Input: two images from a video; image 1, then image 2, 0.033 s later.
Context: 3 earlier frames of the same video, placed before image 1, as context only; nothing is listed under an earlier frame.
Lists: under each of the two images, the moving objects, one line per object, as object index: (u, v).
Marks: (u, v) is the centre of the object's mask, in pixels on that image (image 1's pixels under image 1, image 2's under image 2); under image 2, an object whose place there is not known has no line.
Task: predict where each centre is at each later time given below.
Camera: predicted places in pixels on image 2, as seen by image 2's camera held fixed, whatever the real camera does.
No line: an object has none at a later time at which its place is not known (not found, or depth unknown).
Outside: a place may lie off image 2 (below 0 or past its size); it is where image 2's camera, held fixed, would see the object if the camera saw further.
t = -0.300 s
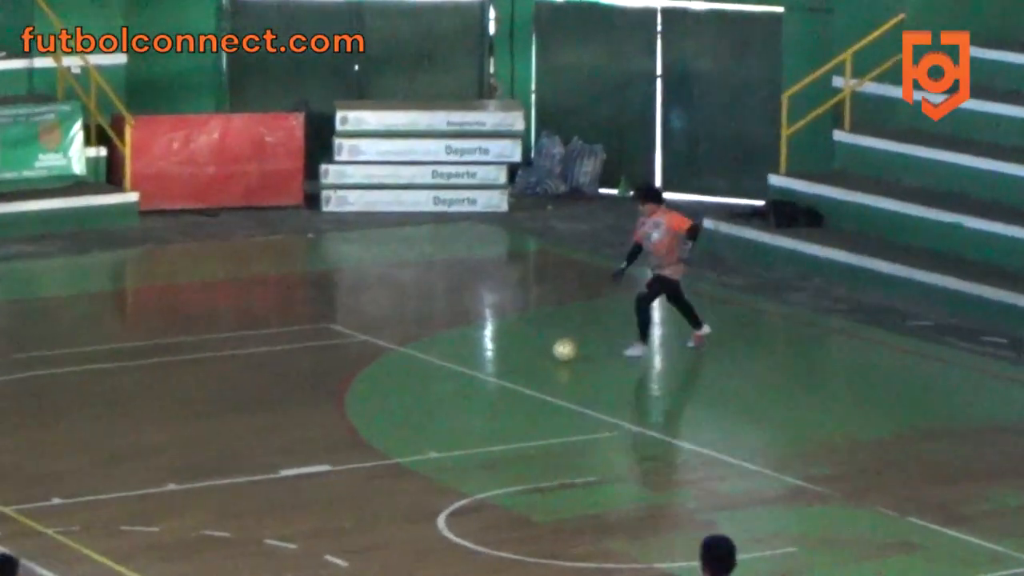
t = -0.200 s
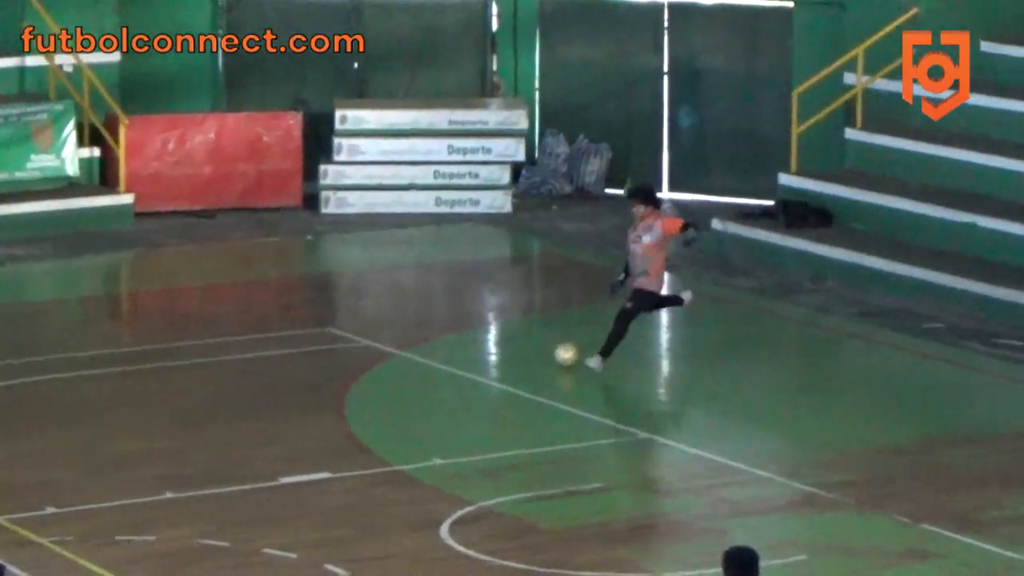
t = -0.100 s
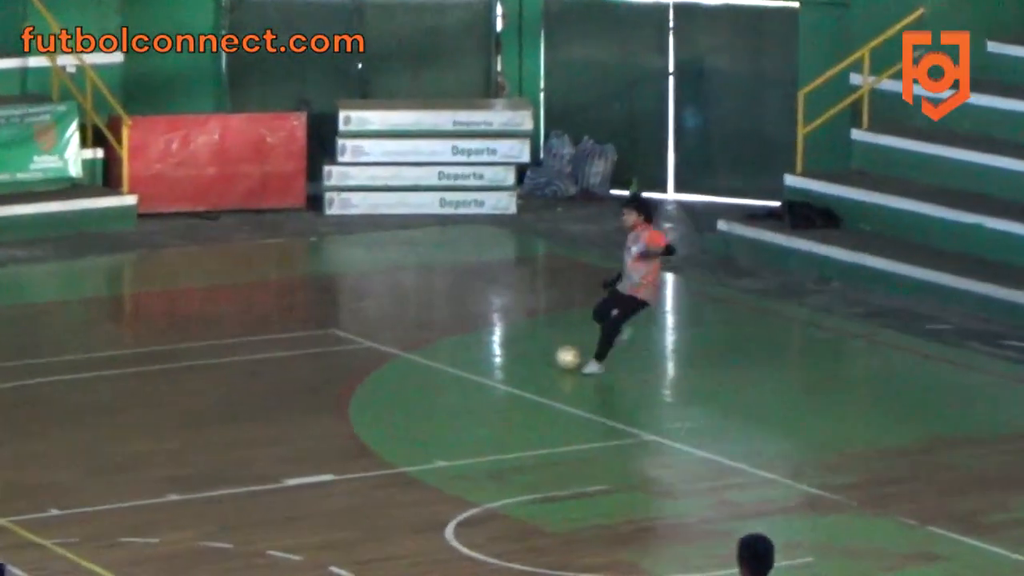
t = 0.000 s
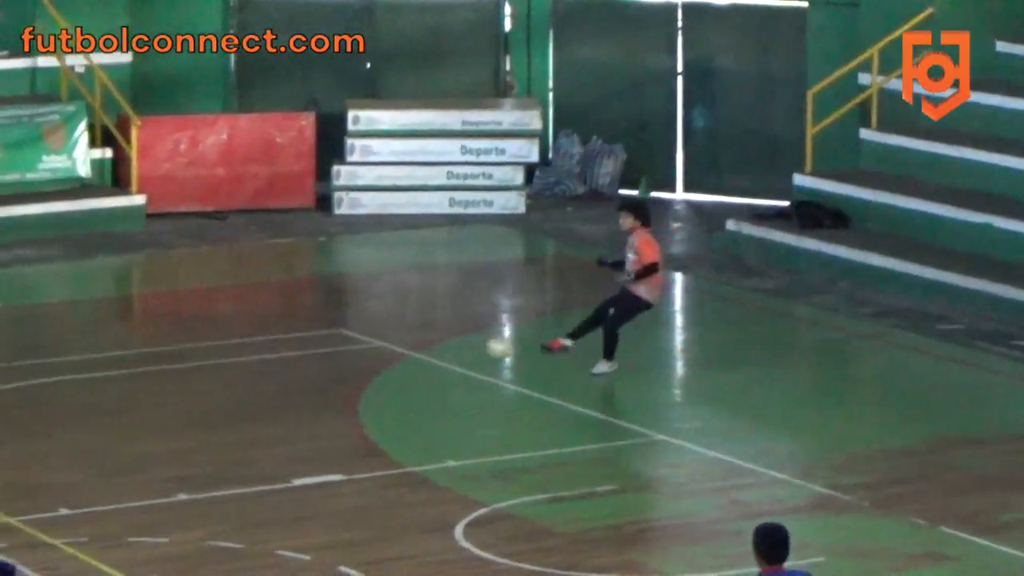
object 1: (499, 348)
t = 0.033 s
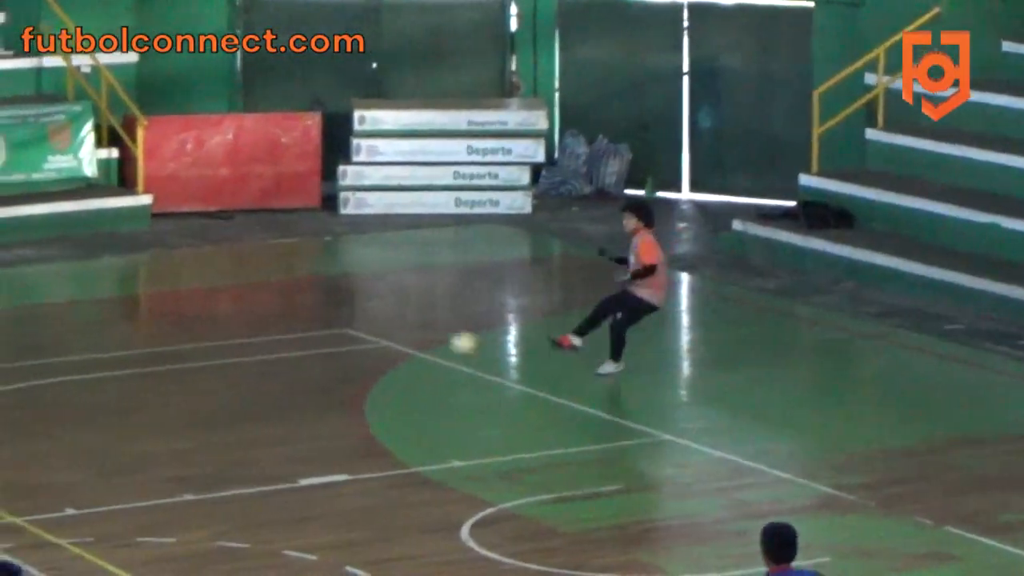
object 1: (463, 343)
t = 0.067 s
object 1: (422, 340)
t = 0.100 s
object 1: (379, 339)
